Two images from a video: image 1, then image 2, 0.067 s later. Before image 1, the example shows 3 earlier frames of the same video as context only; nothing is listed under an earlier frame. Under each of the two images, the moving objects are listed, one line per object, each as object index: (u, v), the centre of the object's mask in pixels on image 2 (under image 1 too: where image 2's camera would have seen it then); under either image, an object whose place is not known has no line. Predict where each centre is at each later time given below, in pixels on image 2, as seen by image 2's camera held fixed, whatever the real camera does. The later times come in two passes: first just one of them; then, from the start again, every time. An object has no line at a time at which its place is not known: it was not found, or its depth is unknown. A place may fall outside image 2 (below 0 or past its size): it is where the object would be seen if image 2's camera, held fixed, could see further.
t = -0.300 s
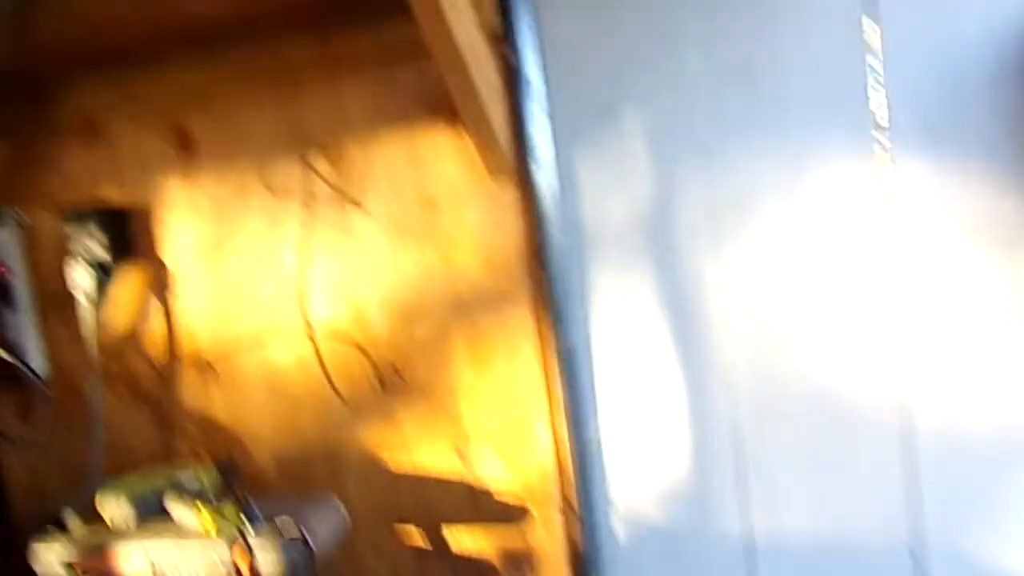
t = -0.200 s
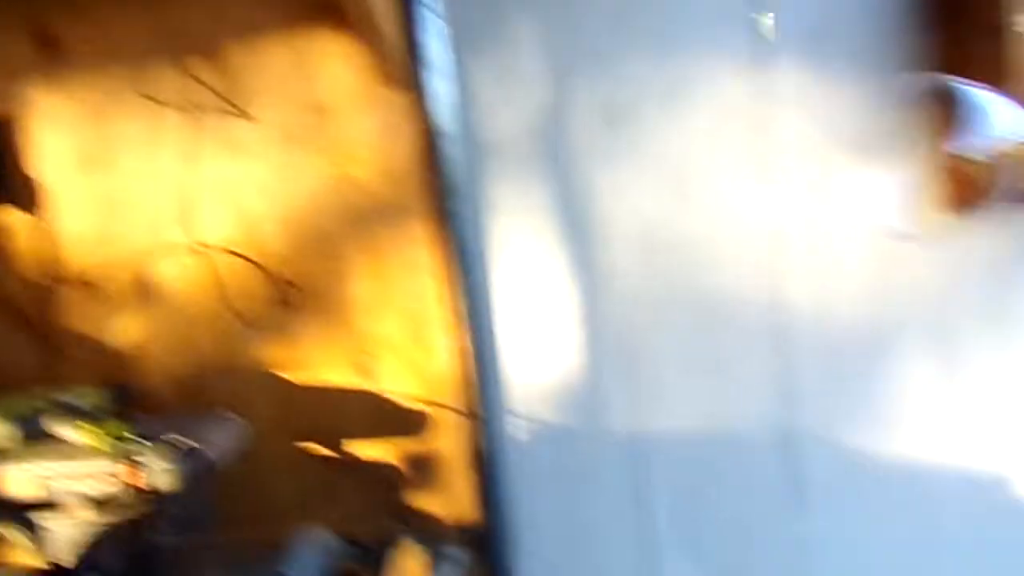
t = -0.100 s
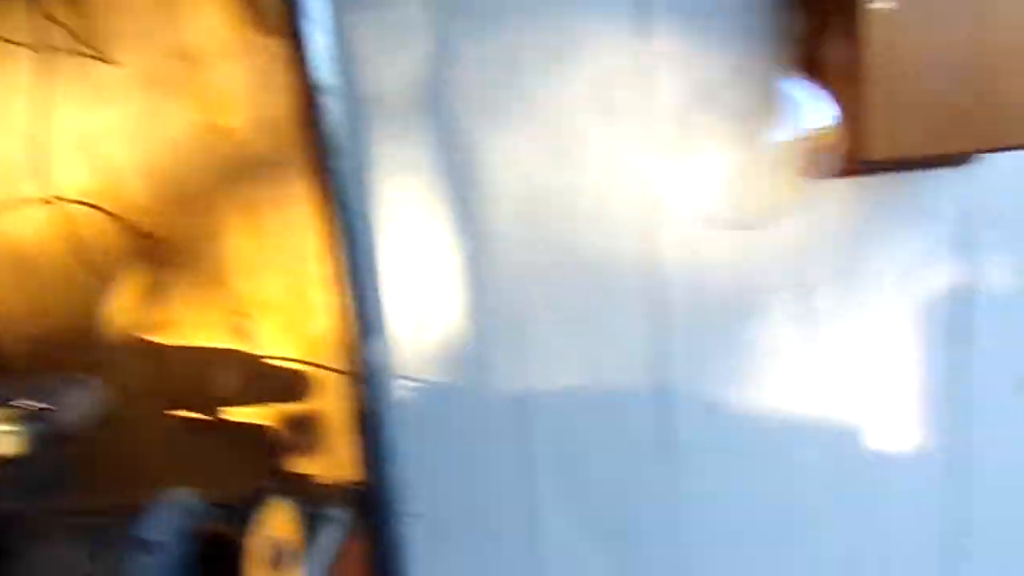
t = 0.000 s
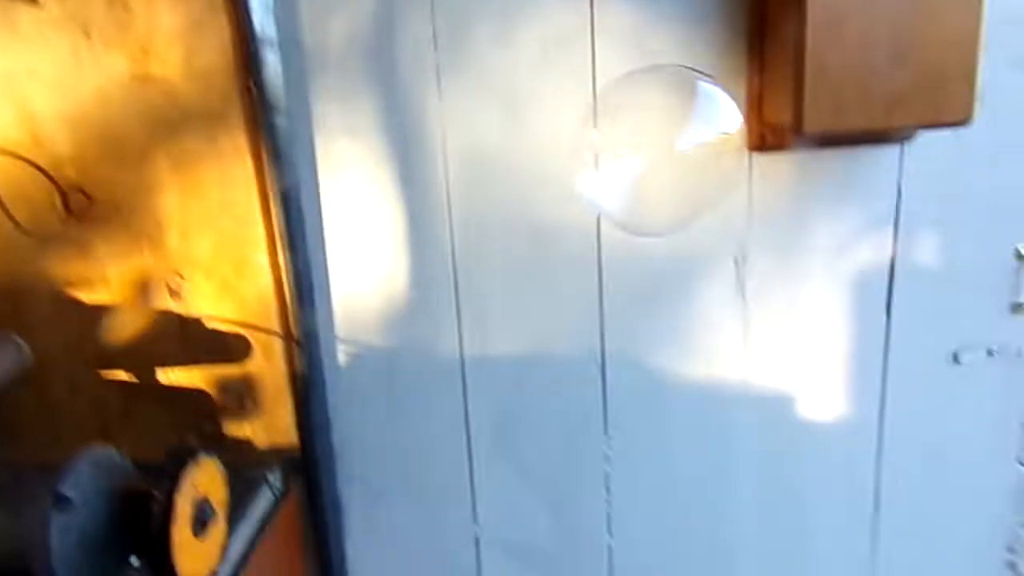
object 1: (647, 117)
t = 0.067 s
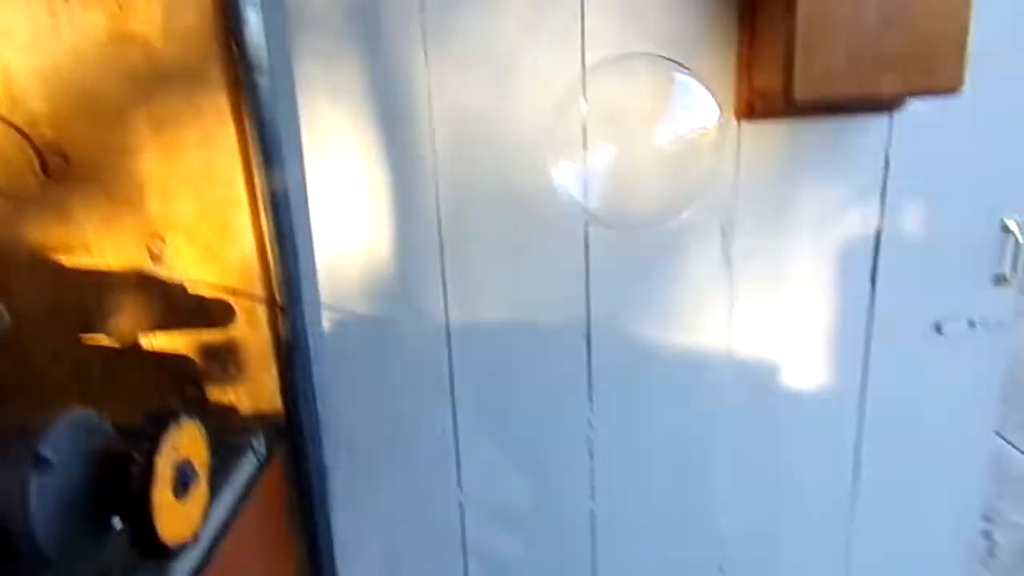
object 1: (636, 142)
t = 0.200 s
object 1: (616, 207)
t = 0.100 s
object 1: (629, 156)
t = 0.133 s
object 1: (624, 171)
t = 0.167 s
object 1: (621, 190)
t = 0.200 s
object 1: (616, 207)
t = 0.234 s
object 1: (613, 225)
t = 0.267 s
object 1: (611, 243)
